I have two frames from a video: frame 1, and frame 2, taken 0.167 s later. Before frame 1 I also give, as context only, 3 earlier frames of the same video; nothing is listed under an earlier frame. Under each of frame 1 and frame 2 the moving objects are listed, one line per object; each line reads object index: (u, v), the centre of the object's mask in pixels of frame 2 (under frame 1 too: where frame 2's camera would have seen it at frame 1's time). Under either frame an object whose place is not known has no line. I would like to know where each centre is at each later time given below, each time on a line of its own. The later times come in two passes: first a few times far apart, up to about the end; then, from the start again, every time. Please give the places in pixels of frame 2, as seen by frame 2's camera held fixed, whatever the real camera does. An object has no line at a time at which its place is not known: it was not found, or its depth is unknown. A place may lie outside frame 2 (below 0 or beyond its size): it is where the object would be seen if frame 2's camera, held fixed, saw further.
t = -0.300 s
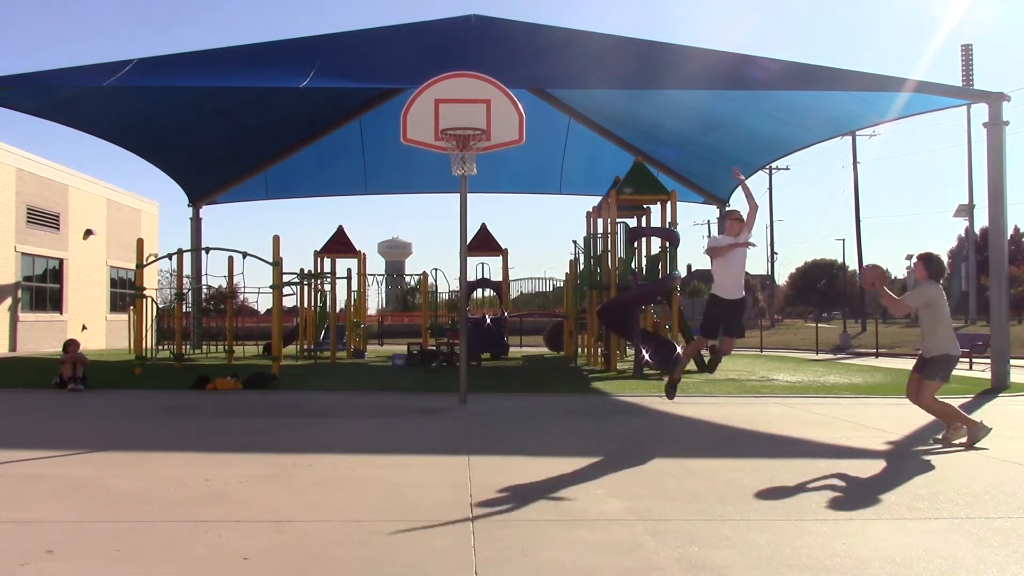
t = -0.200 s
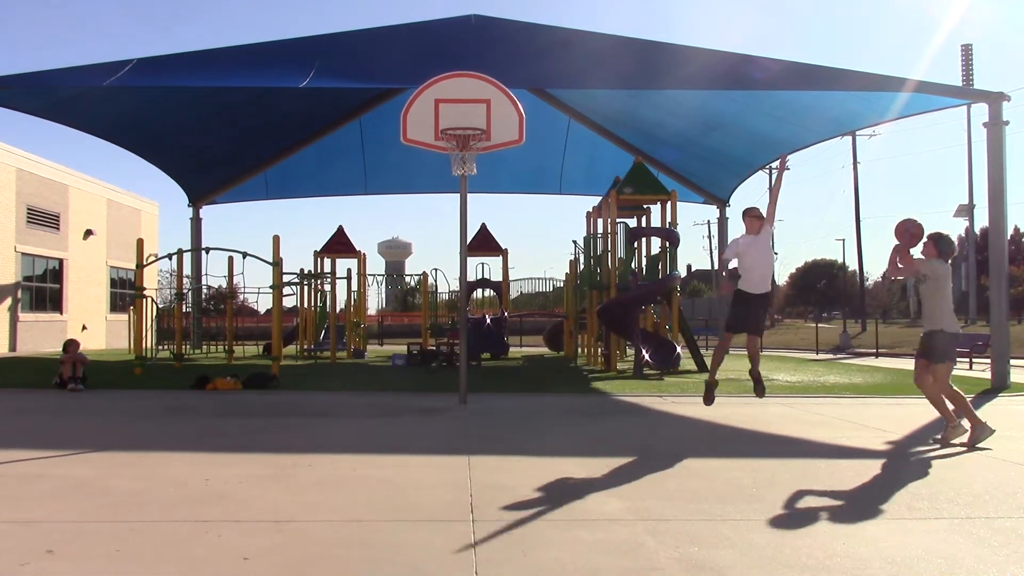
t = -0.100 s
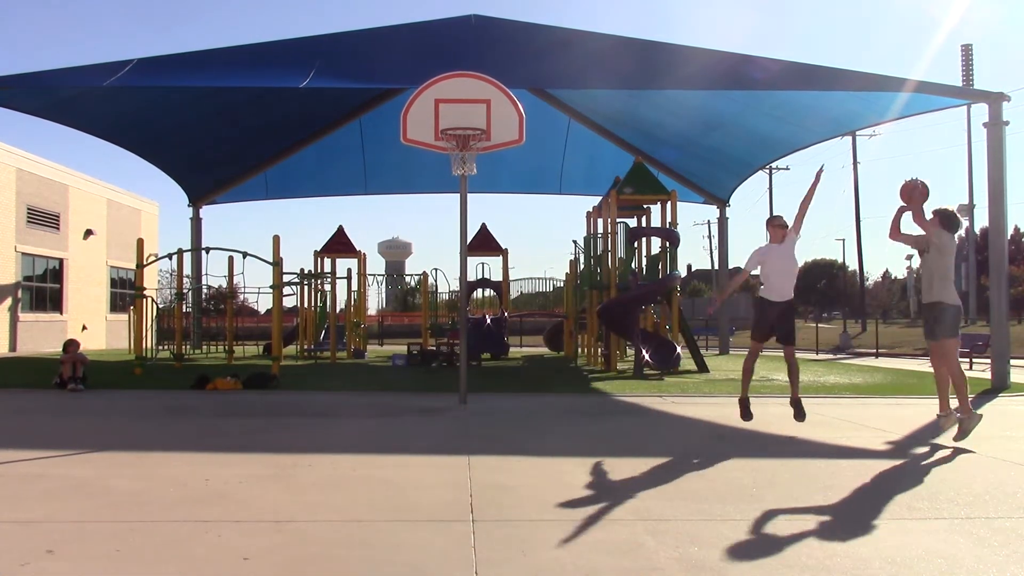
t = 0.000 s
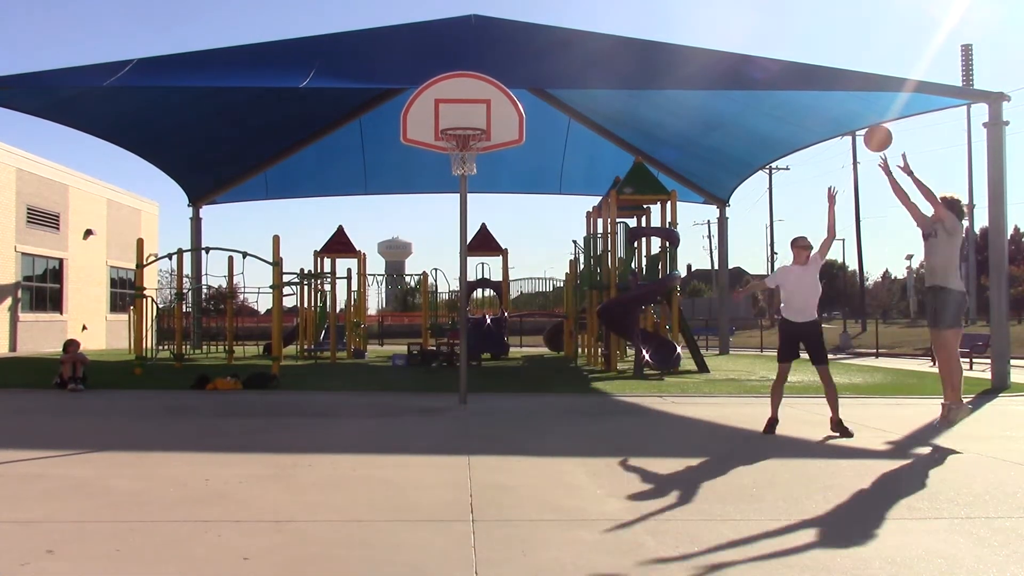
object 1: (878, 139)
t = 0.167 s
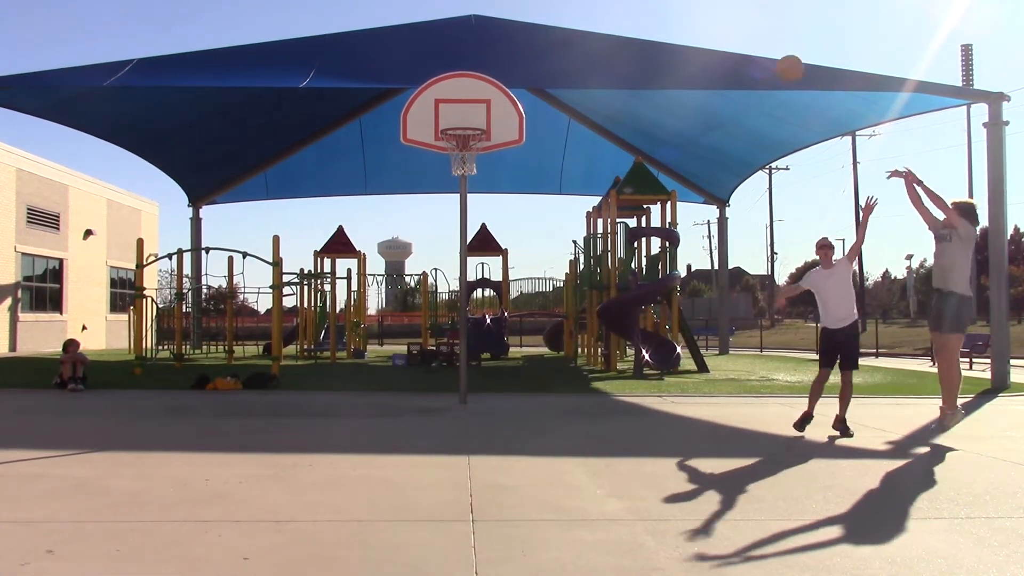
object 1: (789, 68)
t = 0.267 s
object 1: (739, 42)
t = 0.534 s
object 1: (617, 27)
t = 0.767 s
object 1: (521, 71)
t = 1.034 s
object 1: (468, 157)
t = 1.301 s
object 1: (490, 184)
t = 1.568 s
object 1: (508, 271)
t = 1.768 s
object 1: (521, 380)
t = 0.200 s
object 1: (773, 58)
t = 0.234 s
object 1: (756, 49)
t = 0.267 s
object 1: (739, 42)
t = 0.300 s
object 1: (723, 37)
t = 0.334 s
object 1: (707, 32)
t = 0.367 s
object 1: (692, 28)
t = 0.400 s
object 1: (676, 26)
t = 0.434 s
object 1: (661, 25)
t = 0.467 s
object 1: (646, 25)
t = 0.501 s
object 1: (631, 26)
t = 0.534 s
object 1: (617, 27)
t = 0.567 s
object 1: (603, 31)
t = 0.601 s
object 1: (589, 35)
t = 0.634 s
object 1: (575, 40)
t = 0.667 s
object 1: (561, 46)
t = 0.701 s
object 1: (548, 54)
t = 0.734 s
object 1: (535, 62)
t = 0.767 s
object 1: (521, 71)
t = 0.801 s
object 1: (509, 80)
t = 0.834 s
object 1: (496, 92)
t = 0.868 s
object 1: (483, 104)
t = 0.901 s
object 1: (471, 117)
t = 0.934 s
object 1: (458, 126)
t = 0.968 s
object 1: (456, 141)
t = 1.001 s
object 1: (460, 148)
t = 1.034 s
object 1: (468, 157)
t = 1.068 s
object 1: (473, 167)
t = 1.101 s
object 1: (476, 166)
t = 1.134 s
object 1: (479, 165)
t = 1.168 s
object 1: (481, 166)
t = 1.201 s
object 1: (483, 169)
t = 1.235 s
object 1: (486, 173)
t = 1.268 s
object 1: (488, 178)
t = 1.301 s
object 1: (490, 184)
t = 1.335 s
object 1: (492, 191)
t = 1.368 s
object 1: (494, 200)
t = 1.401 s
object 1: (496, 209)
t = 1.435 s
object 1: (499, 219)
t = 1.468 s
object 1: (501, 231)
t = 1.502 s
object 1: (504, 243)
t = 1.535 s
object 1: (505, 257)
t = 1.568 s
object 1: (508, 271)
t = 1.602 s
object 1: (510, 287)
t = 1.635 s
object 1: (512, 304)
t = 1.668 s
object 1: (515, 323)
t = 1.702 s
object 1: (517, 340)
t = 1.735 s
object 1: (520, 361)
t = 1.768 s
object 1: (521, 380)
